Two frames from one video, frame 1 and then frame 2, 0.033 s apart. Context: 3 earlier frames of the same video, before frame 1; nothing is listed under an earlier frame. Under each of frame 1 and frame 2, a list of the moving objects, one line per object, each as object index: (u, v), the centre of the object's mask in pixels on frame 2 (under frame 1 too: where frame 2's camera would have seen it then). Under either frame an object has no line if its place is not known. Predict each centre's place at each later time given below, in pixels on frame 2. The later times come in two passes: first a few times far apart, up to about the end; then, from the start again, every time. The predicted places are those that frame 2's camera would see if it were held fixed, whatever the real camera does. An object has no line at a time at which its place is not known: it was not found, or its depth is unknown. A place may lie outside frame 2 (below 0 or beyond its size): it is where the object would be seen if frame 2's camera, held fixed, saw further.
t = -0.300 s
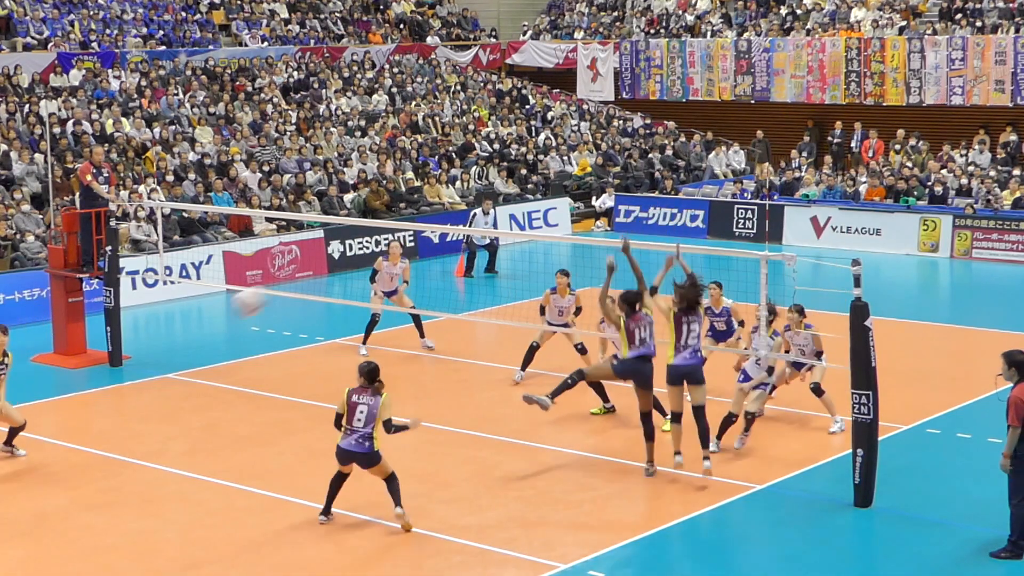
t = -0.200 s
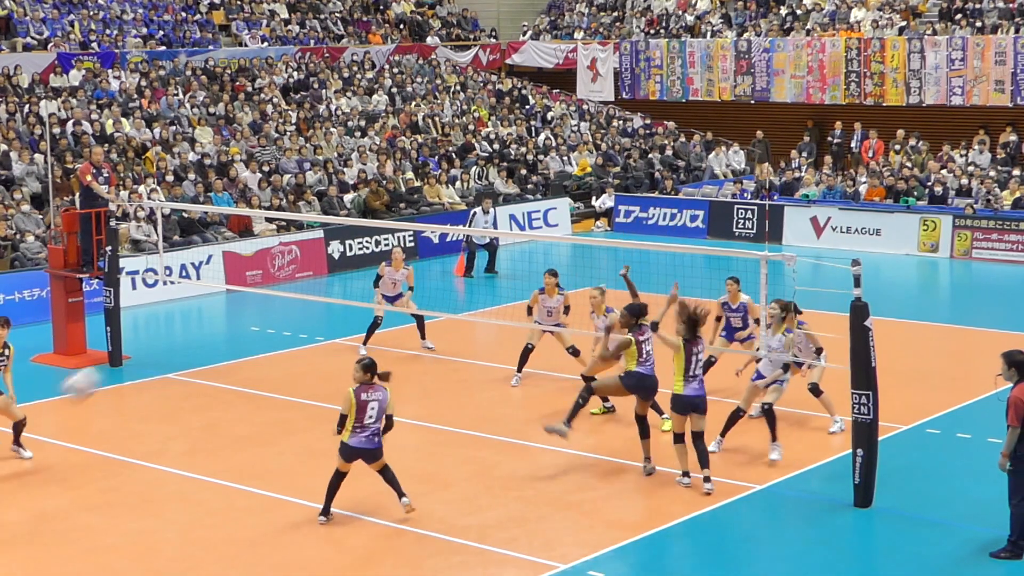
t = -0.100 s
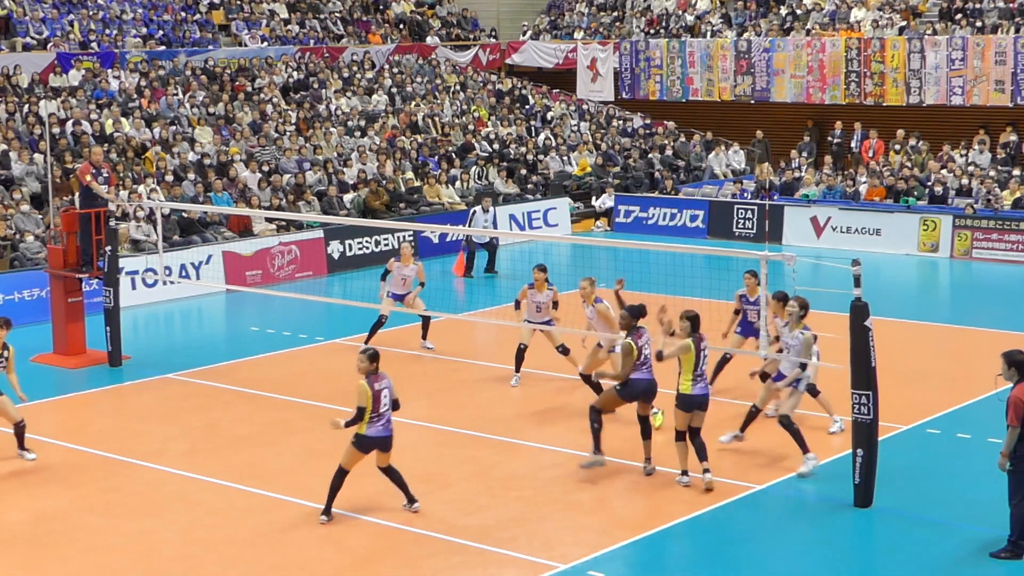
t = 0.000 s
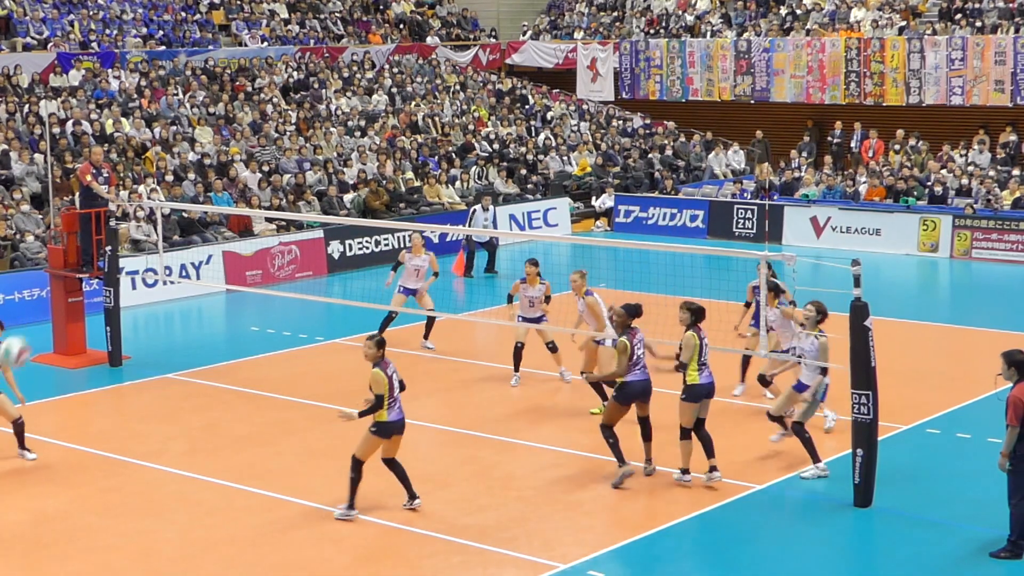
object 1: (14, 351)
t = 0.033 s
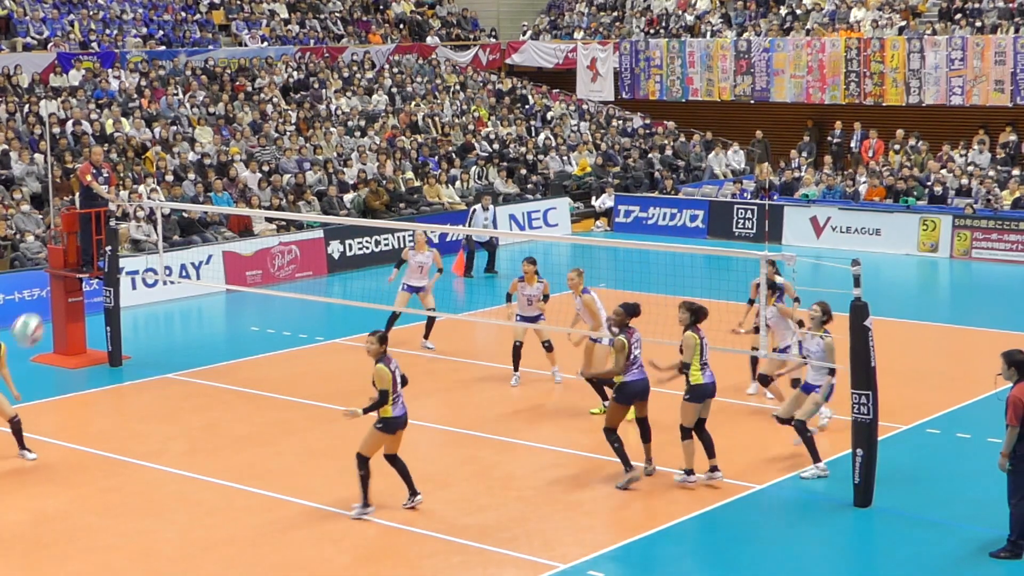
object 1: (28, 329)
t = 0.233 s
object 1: (109, 234)
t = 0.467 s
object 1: (195, 198)
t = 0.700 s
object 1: (275, 230)
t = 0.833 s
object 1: (315, 277)
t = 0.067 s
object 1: (42, 310)
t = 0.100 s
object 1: (55, 291)
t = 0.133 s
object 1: (69, 275)
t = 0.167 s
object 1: (81, 260)
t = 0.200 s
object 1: (94, 246)
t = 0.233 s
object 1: (109, 234)
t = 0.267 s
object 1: (120, 225)
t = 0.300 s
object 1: (133, 216)
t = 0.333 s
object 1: (146, 208)
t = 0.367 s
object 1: (158, 203)
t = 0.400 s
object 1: (172, 200)
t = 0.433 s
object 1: (183, 198)
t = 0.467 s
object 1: (195, 198)
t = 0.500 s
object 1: (207, 198)
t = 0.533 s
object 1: (218, 200)
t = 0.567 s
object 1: (230, 203)
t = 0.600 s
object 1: (241, 209)
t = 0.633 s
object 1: (252, 215)
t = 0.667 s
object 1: (263, 223)
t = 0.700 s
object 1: (275, 230)
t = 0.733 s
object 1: (285, 240)
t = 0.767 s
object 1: (296, 250)
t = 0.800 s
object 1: (307, 262)
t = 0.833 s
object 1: (315, 277)
